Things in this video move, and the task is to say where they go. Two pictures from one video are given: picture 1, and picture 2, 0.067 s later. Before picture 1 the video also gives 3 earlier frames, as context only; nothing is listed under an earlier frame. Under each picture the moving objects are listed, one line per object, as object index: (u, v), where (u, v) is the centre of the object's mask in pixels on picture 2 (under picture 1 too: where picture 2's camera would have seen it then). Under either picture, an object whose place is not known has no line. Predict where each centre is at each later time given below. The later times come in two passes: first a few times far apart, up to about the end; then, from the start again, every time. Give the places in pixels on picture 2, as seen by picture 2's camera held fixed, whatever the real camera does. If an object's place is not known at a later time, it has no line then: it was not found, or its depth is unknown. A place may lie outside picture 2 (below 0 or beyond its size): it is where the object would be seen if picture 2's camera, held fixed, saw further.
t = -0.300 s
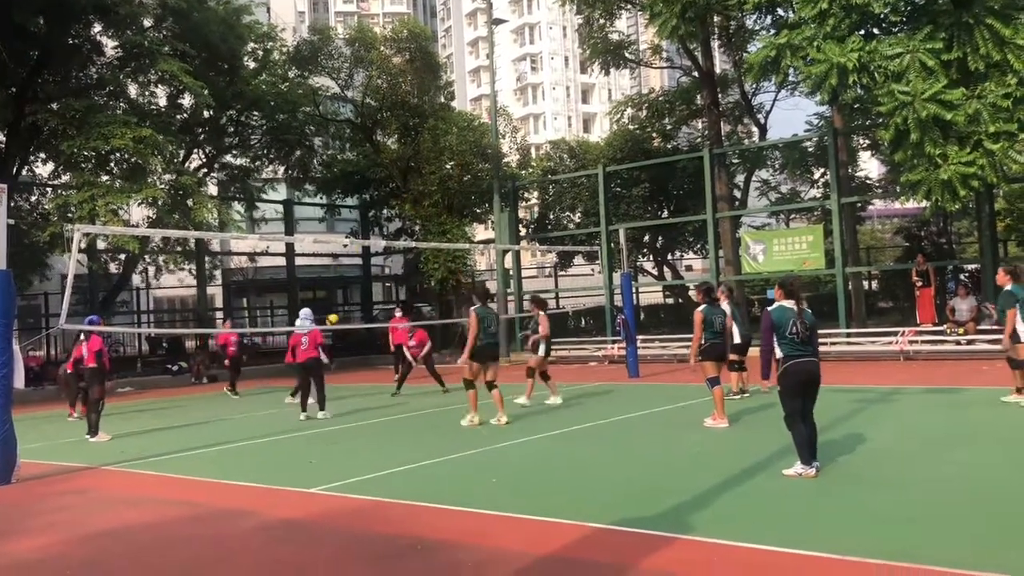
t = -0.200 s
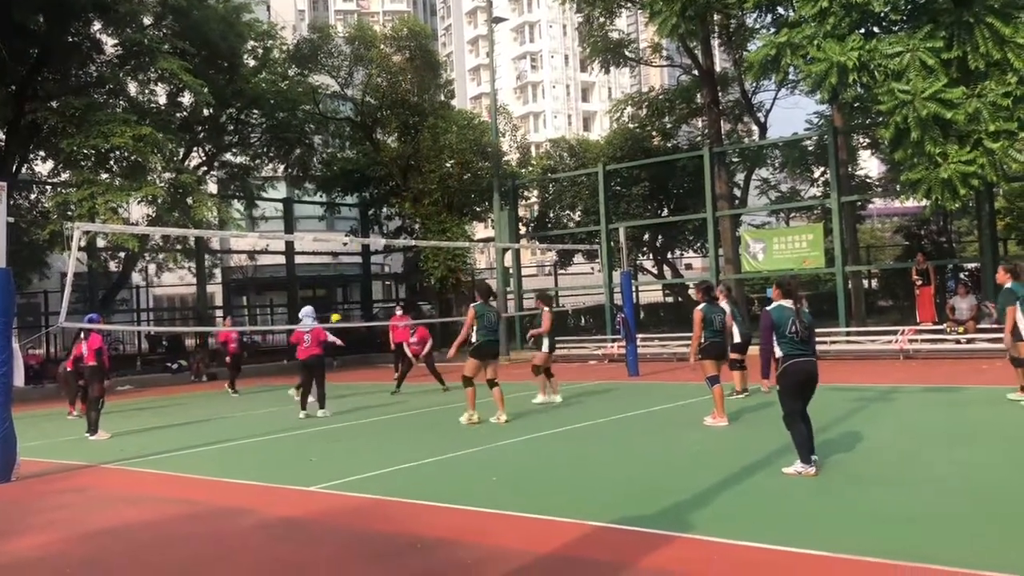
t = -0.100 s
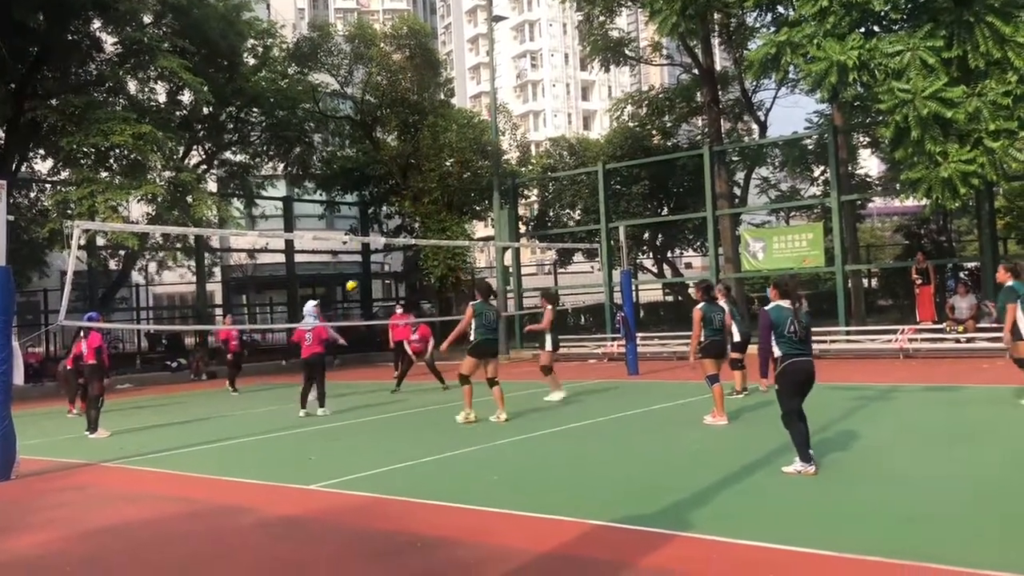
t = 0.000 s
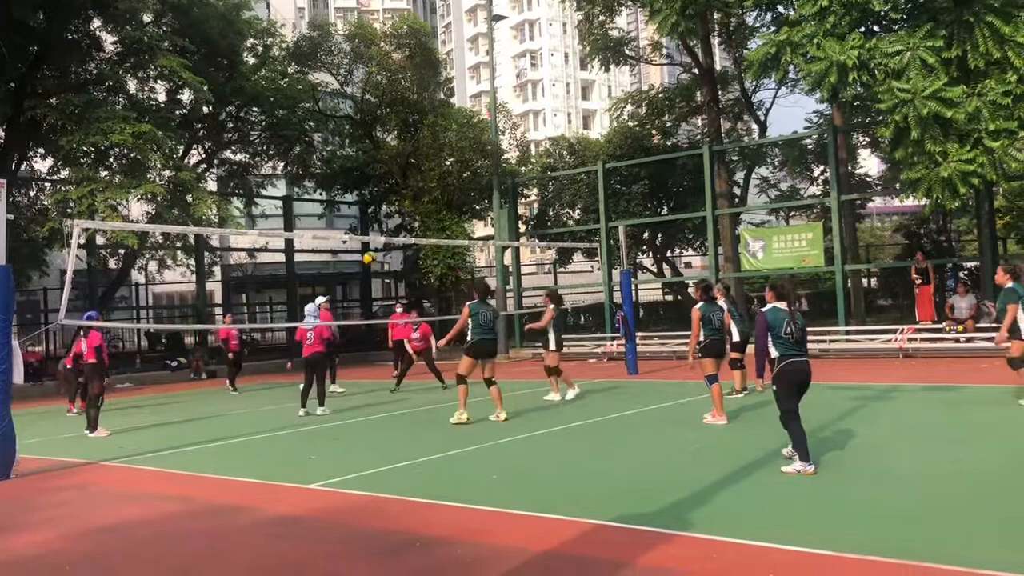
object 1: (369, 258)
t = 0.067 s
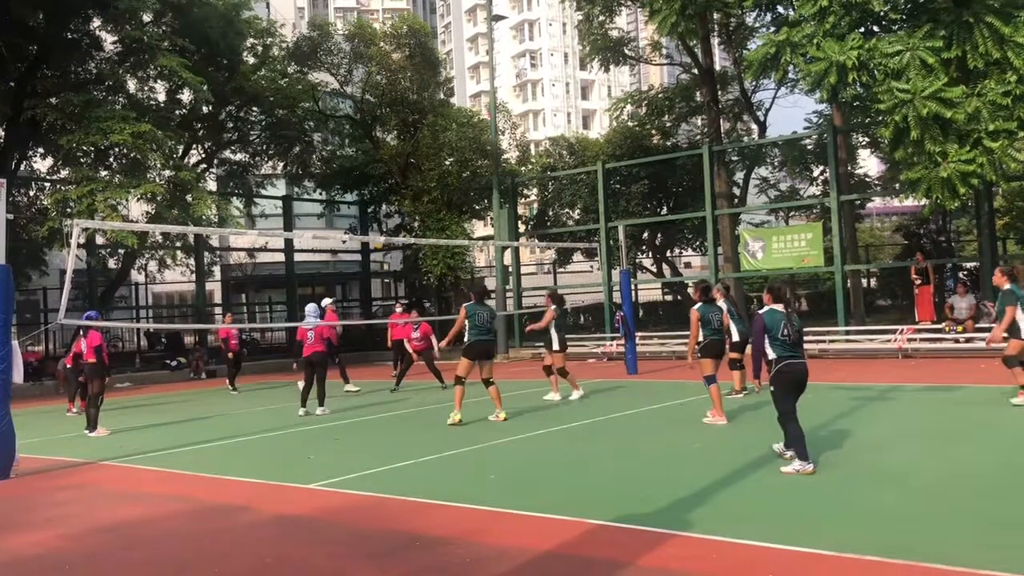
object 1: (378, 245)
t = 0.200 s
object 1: (407, 220)
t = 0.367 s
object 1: (440, 207)
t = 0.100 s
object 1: (390, 233)
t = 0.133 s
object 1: (394, 230)
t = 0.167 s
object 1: (401, 224)
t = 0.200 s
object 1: (407, 220)
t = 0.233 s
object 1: (414, 215)
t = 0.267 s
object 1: (420, 212)
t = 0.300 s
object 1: (427, 209)
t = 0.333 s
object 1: (433, 208)
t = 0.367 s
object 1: (440, 207)
